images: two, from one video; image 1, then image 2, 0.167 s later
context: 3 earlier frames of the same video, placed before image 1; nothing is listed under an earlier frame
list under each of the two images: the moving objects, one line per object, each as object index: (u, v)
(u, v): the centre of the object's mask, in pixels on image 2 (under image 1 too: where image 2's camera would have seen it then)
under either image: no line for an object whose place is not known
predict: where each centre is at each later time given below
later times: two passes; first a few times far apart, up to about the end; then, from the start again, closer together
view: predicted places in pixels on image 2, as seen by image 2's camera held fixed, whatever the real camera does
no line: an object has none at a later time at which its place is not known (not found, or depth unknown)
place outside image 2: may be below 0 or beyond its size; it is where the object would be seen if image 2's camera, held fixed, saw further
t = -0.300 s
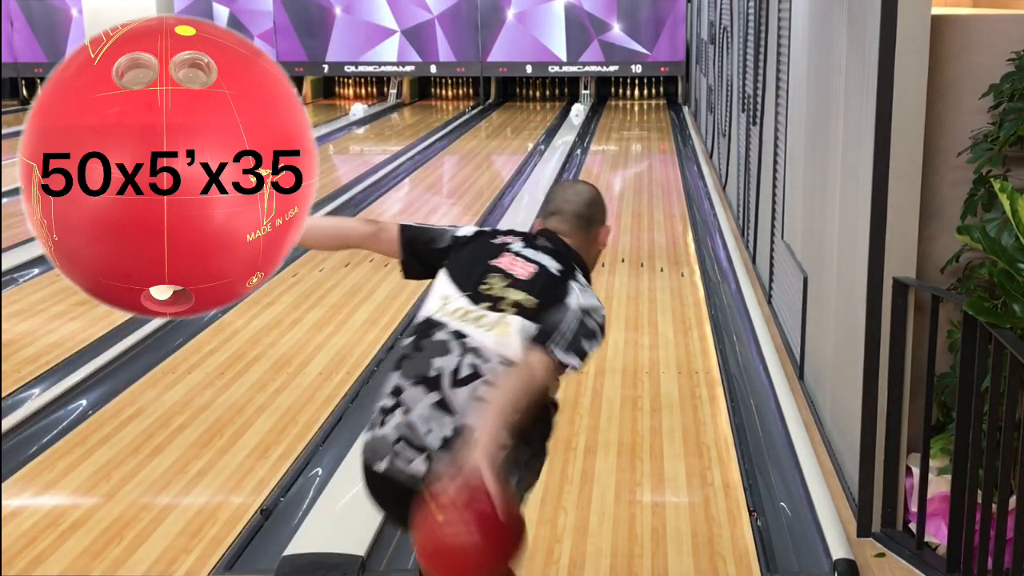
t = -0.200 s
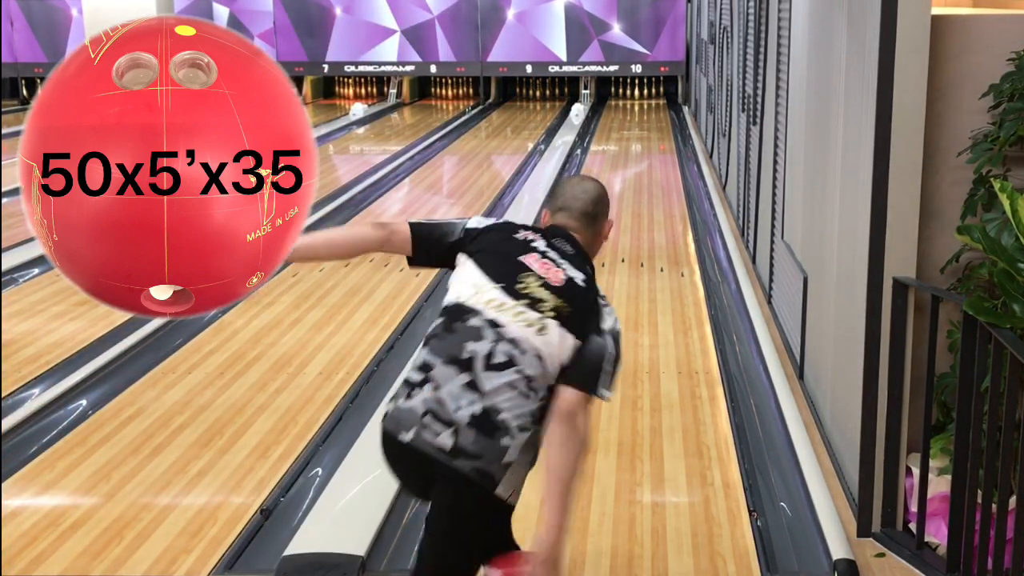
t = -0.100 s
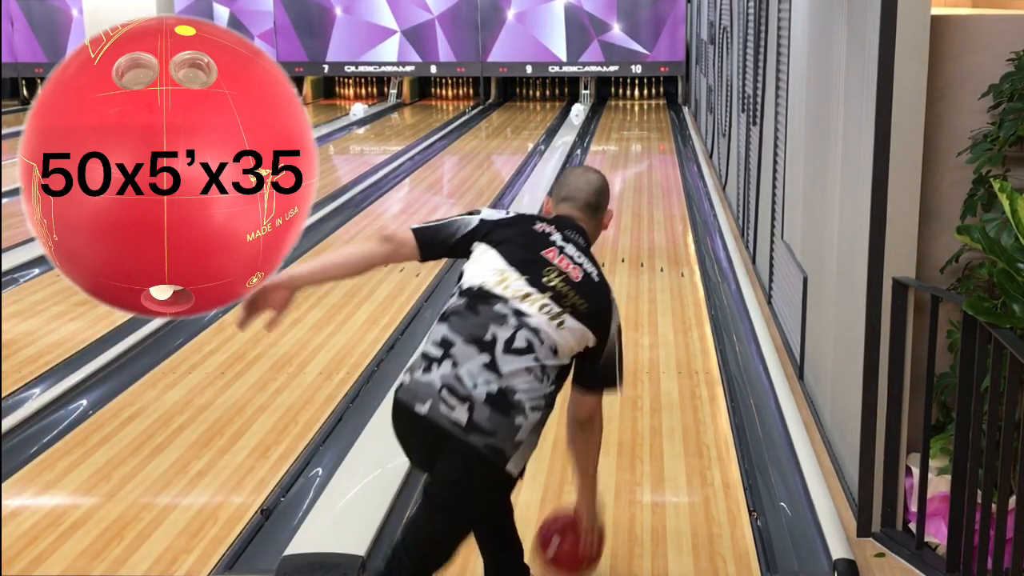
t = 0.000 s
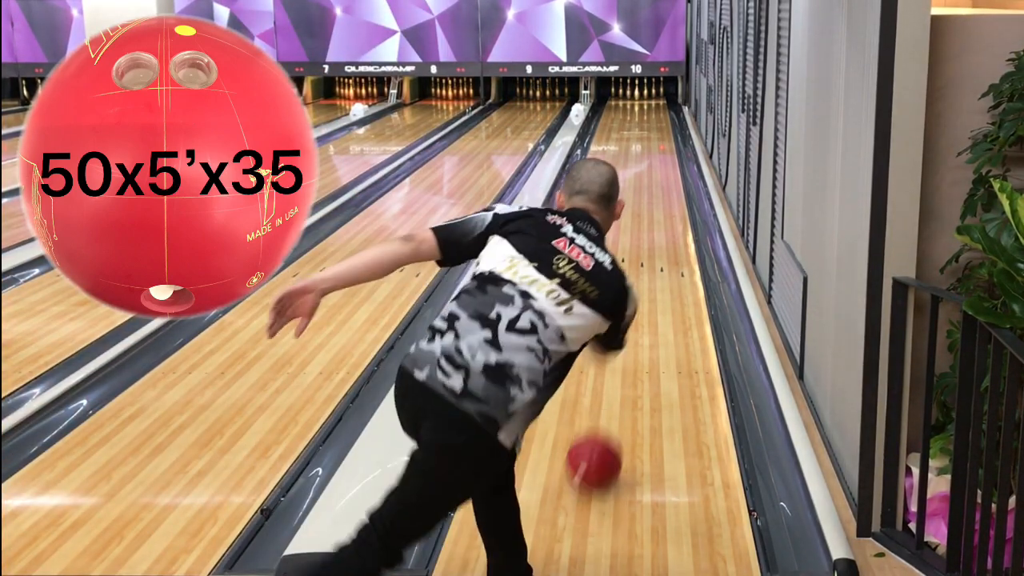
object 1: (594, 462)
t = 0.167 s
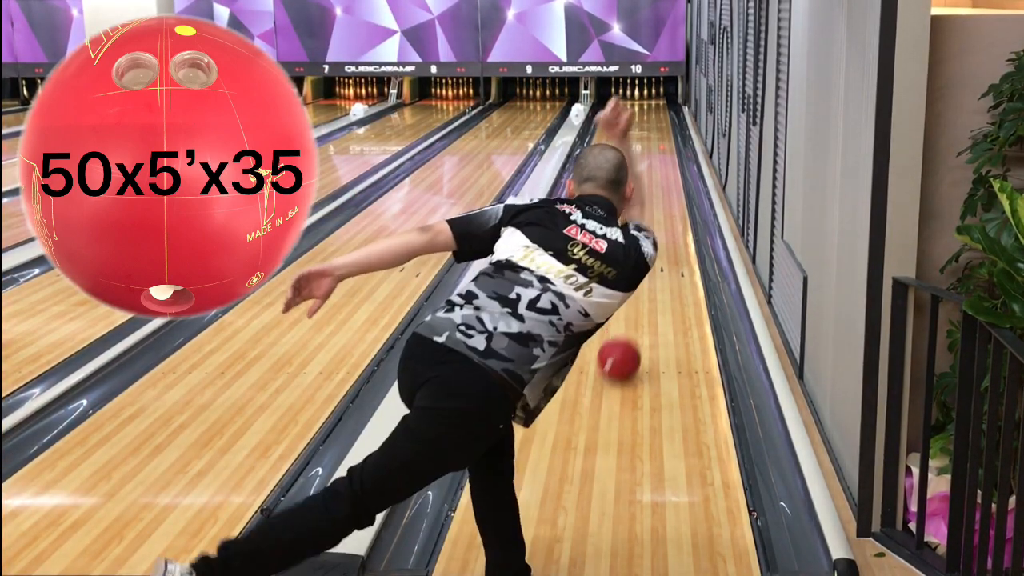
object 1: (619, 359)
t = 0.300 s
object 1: (635, 308)
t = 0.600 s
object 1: (650, 228)
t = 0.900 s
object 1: (663, 181)
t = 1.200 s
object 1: (662, 151)
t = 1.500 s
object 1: (664, 130)
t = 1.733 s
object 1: (661, 117)
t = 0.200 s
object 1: (622, 345)
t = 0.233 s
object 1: (626, 330)
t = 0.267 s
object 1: (630, 318)
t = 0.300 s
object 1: (635, 308)
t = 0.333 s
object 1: (639, 301)
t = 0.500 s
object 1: (651, 243)
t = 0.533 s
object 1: (650, 238)
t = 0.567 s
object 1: (649, 233)
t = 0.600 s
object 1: (650, 228)
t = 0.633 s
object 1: (652, 222)
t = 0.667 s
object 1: (654, 217)
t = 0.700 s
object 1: (656, 212)
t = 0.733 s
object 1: (658, 206)
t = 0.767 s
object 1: (660, 201)
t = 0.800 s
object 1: (661, 196)
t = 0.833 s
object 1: (662, 191)
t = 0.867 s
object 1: (663, 186)
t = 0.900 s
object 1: (663, 181)
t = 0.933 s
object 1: (663, 177)
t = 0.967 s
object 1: (663, 174)
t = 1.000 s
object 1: (663, 170)
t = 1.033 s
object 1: (662, 167)
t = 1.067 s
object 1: (662, 163)
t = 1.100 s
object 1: (662, 160)
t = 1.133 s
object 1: (662, 157)
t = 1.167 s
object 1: (662, 154)
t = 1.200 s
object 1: (662, 151)
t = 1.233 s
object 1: (663, 149)
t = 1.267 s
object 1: (663, 146)
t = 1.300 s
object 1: (663, 143)
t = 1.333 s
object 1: (663, 141)
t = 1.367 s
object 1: (664, 139)
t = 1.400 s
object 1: (664, 136)
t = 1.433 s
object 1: (664, 134)
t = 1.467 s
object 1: (664, 132)
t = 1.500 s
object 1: (664, 130)
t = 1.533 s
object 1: (664, 128)
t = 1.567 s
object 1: (664, 126)
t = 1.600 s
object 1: (663, 124)
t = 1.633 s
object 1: (663, 123)
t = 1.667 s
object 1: (663, 121)
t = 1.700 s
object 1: (662, 119)
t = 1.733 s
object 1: (661, 117)
